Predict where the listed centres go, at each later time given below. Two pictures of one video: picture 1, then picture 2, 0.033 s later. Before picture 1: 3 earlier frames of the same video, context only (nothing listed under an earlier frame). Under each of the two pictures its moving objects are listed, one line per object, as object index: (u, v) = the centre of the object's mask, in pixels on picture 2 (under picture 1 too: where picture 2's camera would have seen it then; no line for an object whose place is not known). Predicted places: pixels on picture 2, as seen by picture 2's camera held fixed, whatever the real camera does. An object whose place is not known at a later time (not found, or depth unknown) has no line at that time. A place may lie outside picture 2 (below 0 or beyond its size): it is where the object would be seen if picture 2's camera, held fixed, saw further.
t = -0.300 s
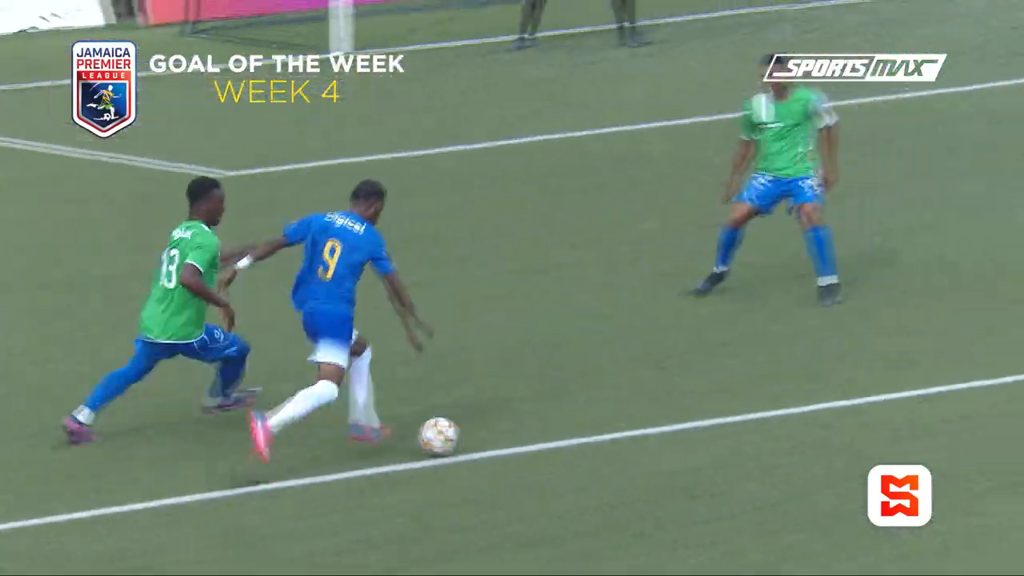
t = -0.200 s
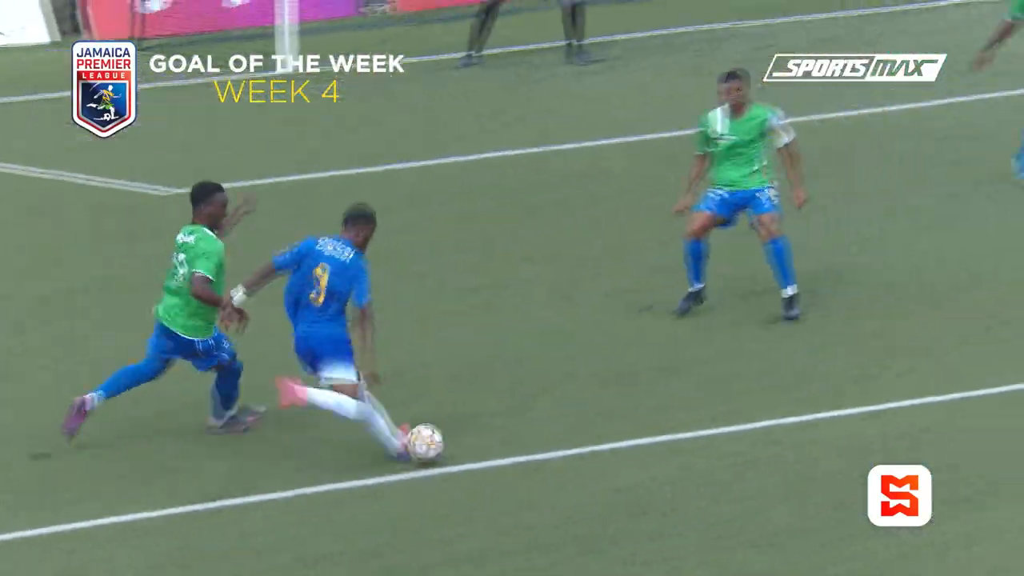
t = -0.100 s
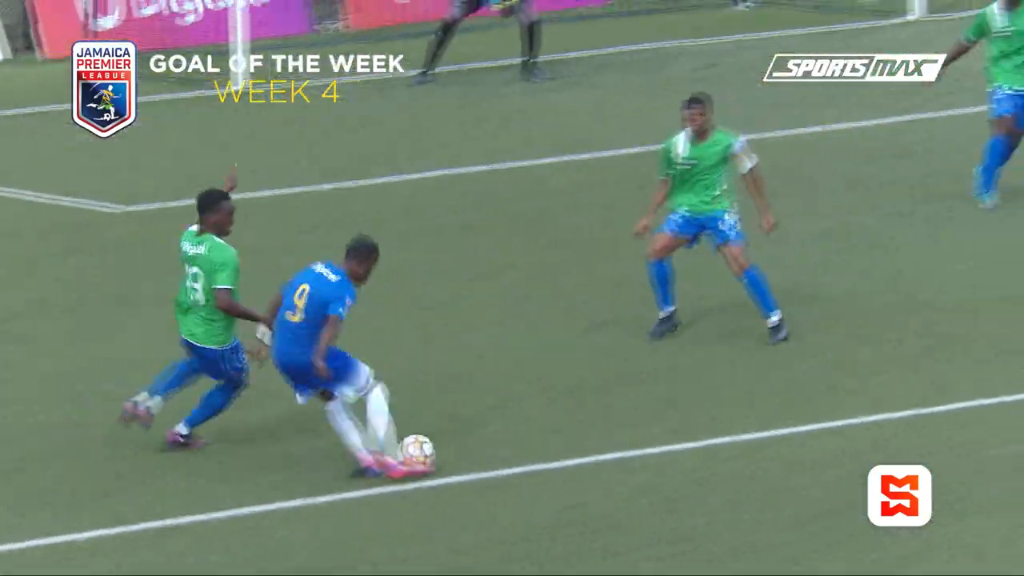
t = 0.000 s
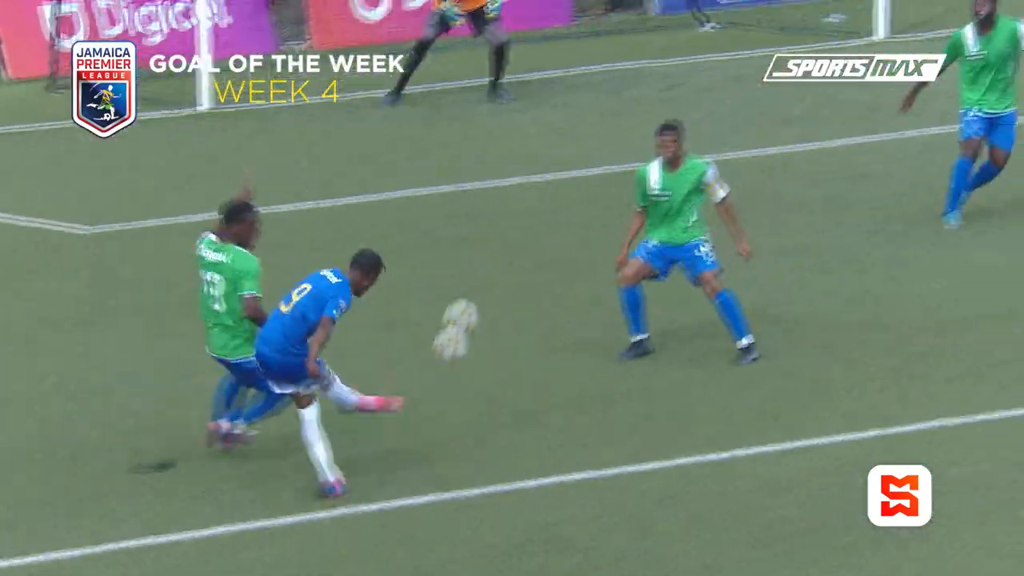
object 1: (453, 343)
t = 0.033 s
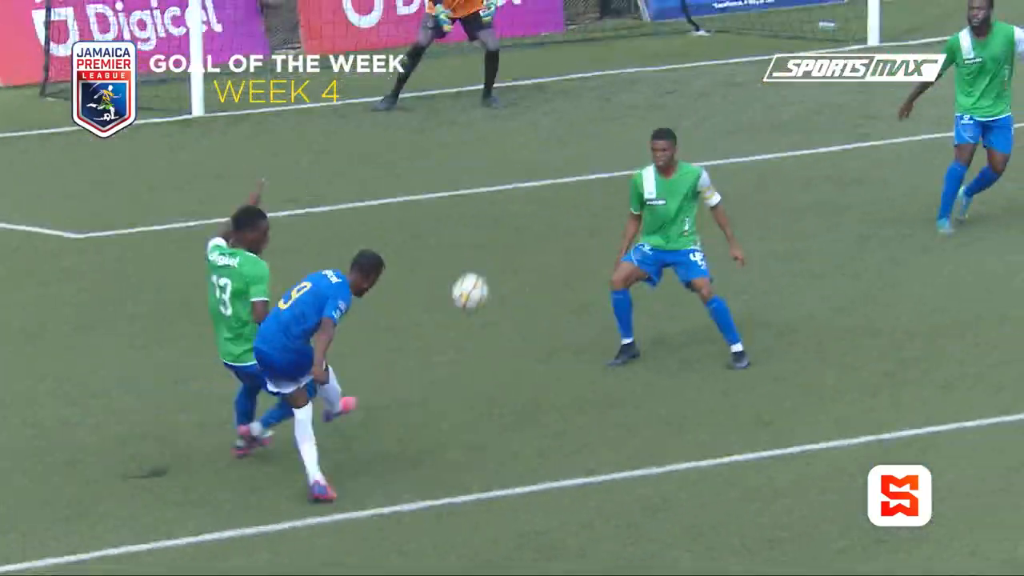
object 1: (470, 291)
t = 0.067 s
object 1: (481, 255)
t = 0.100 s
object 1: (500, 213)
